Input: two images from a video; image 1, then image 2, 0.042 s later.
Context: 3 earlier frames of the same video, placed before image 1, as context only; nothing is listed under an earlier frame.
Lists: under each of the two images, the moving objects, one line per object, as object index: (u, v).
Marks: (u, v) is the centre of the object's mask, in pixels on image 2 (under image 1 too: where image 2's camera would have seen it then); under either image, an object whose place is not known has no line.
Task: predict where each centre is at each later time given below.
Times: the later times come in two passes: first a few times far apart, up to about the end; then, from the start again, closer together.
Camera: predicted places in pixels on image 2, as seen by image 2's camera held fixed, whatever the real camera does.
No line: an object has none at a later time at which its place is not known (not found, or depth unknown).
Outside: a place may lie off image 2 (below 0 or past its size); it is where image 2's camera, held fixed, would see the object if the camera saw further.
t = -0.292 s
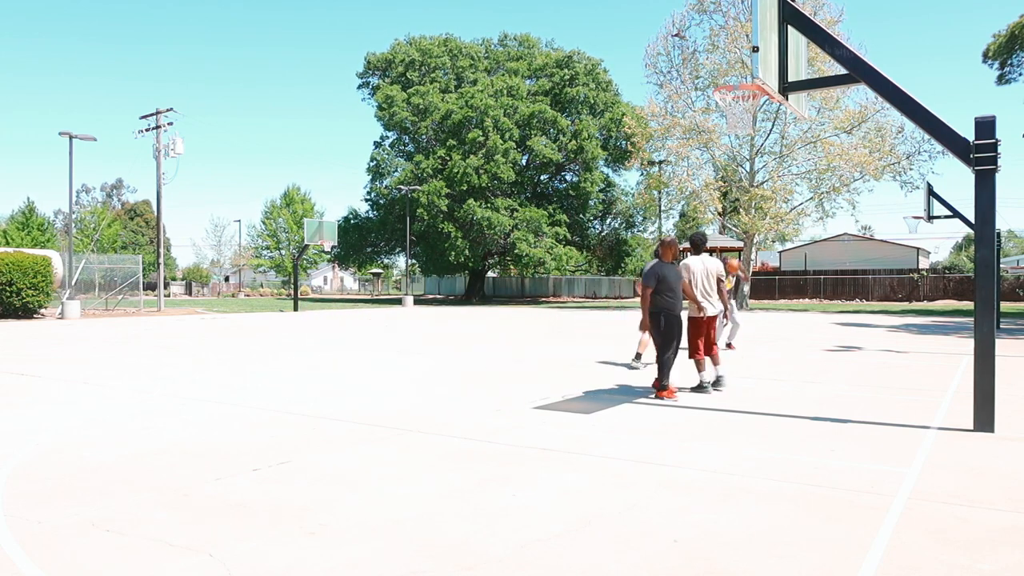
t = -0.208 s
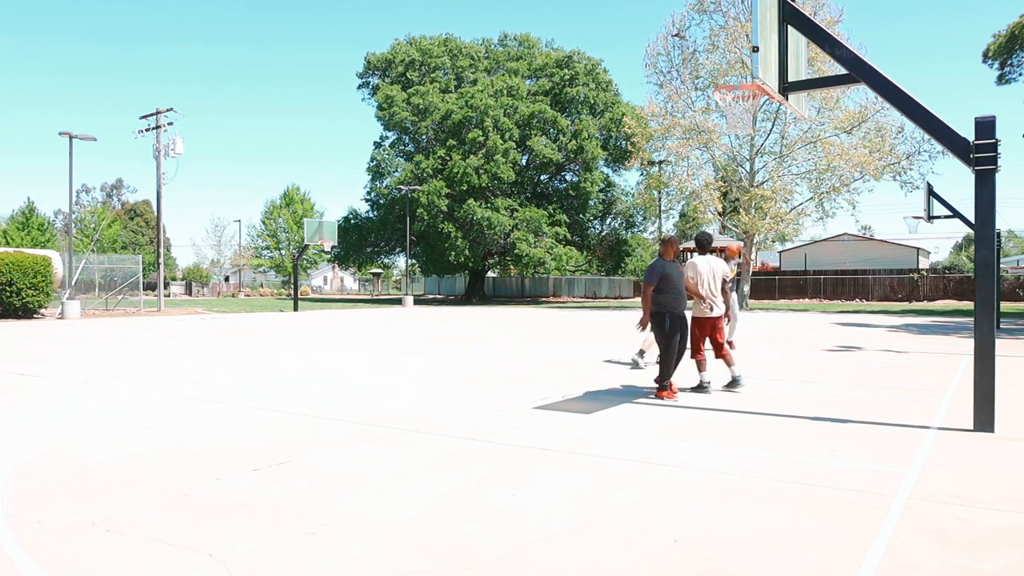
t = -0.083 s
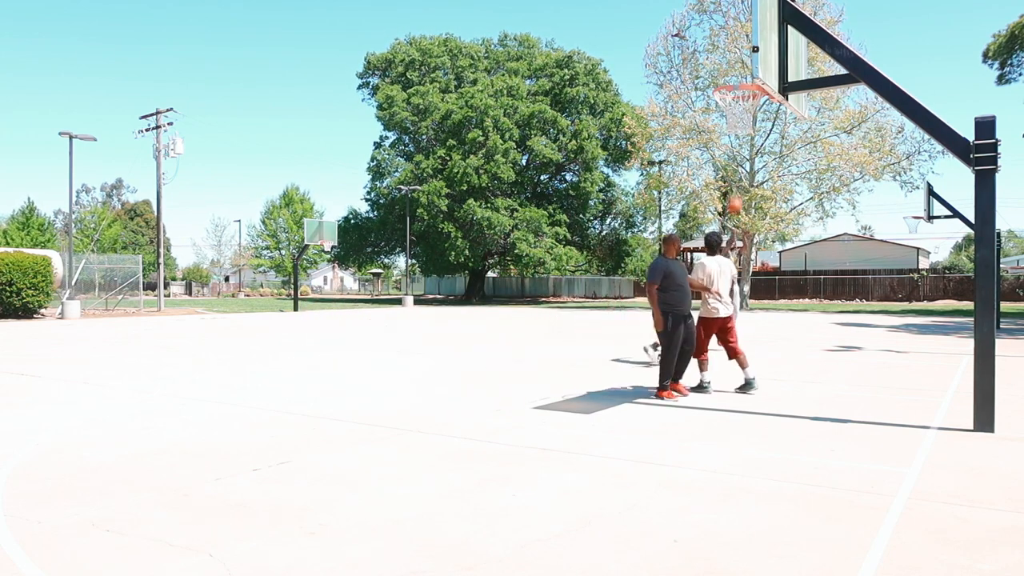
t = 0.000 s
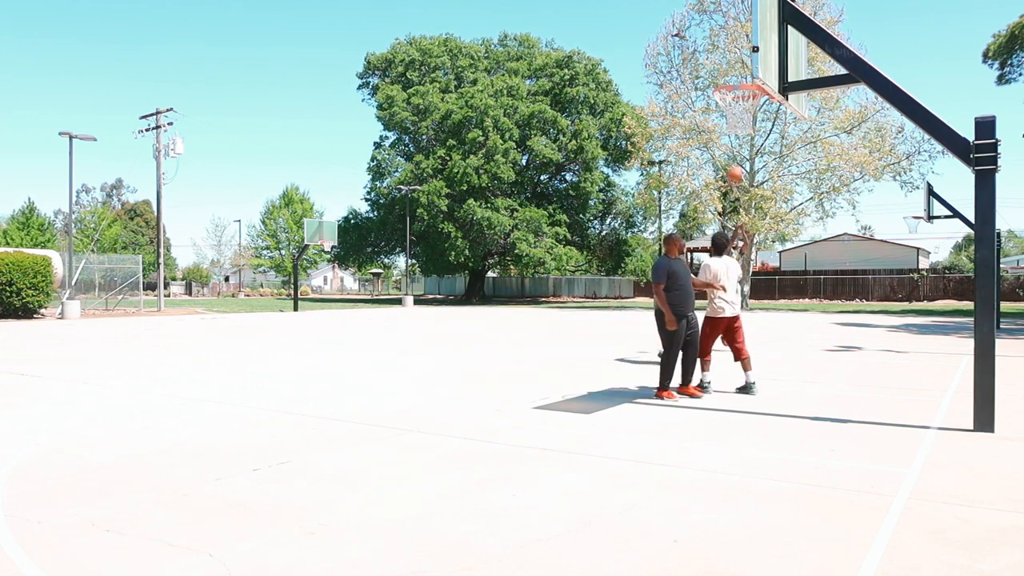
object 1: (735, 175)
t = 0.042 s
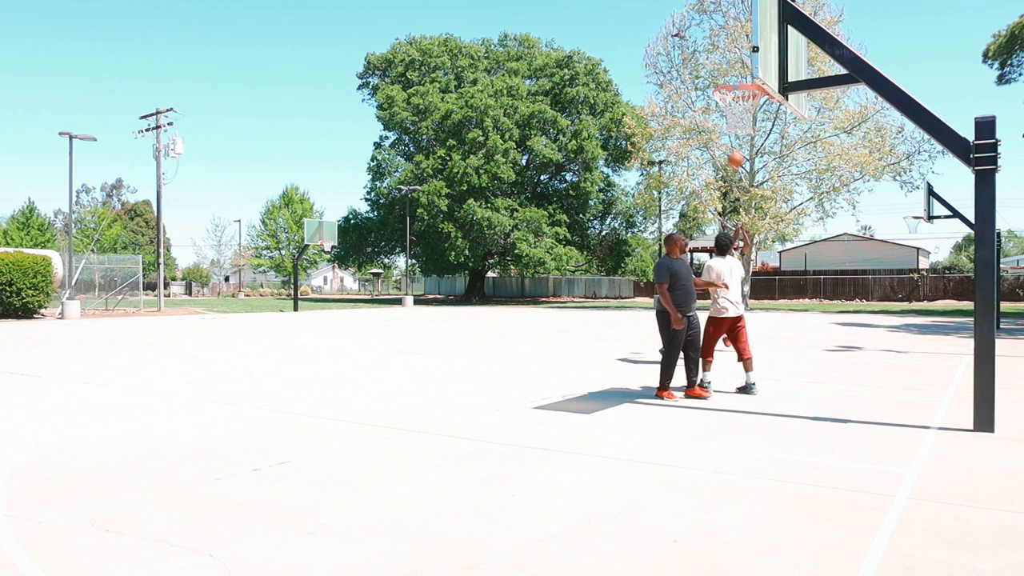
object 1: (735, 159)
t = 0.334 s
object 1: (738, 73)
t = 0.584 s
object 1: (742, 34)
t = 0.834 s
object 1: (745, 38)
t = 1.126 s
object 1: (744, 56)
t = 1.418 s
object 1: (727, 20)
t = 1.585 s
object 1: (714, 43)
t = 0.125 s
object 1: (736, 135)
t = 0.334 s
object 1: (738, 73)
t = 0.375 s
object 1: (739, 65)
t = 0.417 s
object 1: (739, 57)
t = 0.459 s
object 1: (740, 49)
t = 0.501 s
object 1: (740, 43)
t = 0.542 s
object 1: (741, 38)
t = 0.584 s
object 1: (742, 34)
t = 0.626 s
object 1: (742, 31)
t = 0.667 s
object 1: (743, 29)
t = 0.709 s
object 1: (743, 29)
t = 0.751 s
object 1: (743, 30)
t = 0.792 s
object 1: (744, 34)
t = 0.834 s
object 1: (745, 38)
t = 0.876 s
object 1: (745, 44)
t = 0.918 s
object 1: (745, 52)
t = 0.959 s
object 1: (746, 63)
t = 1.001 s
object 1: (746, 73)
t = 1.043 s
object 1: (746, 77)
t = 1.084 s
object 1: (745, 67)
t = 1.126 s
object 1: (744, 56)
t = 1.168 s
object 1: (742, 46)
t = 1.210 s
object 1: (740, 37)
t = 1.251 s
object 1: (738, 30)
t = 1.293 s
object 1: (736, 24)
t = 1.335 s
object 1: (733, 22)
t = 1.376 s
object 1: (729, 20)
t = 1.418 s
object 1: (727, 20)
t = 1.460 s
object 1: (723, 22)
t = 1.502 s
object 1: (721, 27)
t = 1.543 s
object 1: (717, 34)
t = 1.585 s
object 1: (714, 43)
